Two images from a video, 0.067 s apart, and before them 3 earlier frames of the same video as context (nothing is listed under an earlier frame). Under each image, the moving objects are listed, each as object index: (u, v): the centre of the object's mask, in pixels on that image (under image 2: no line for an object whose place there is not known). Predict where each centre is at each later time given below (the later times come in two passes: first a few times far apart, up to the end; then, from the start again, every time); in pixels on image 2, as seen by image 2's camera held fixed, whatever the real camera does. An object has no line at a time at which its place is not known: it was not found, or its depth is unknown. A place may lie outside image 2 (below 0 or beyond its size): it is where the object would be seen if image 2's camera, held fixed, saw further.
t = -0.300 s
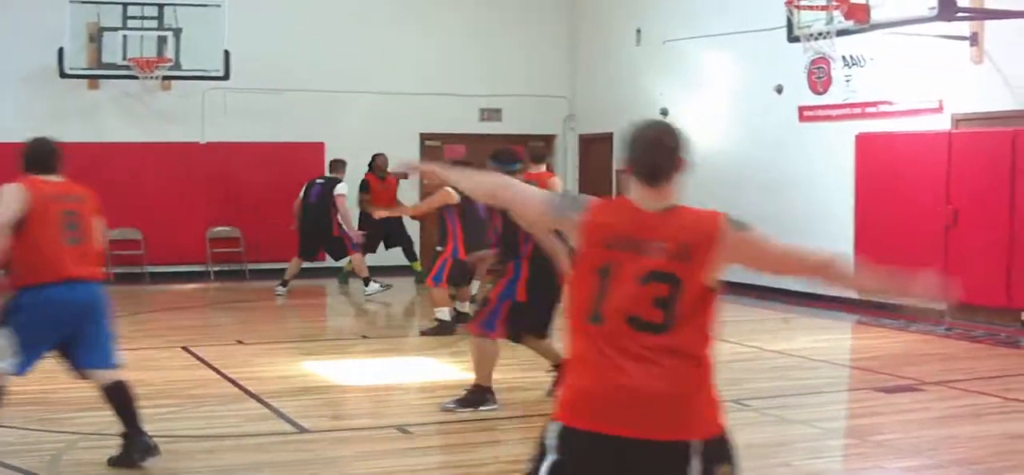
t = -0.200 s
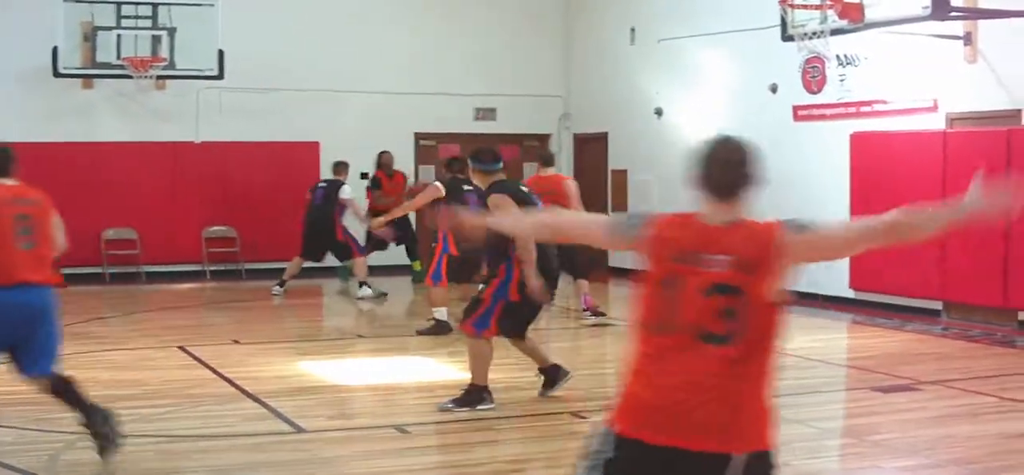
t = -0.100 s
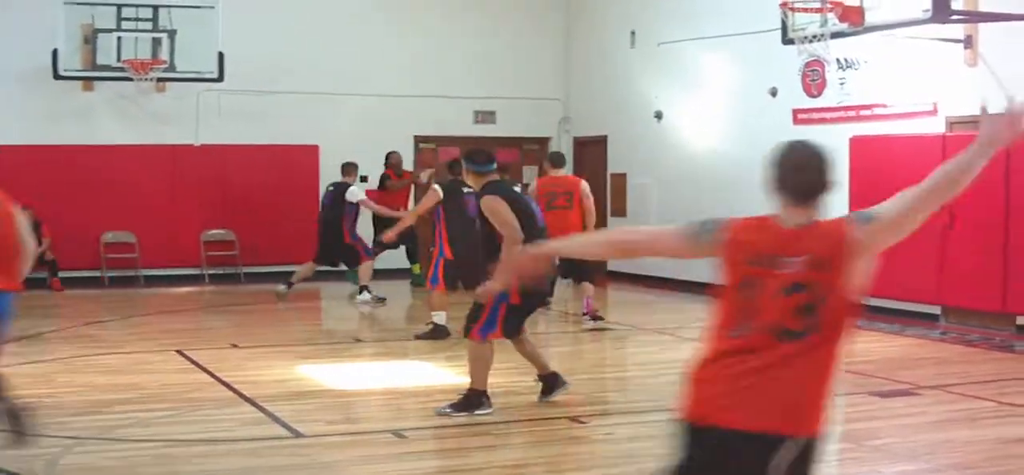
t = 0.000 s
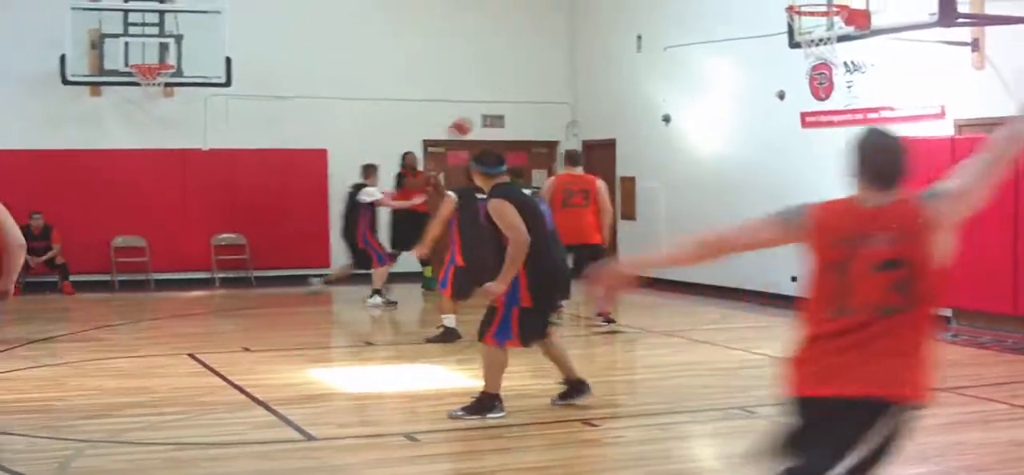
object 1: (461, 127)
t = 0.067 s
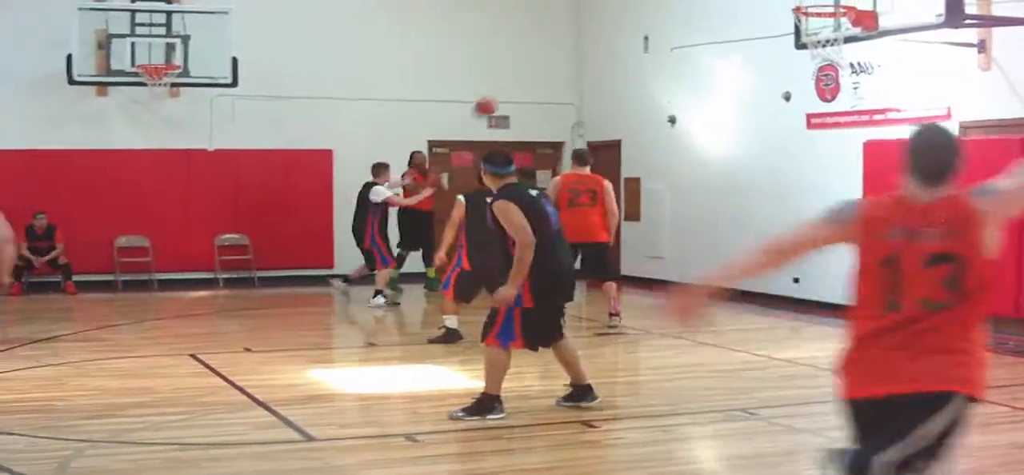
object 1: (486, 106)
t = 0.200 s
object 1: (526, 72)
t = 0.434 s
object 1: (606, 38)
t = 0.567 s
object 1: (658, 38)
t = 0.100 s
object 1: (495, 97)
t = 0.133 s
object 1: (505, 89)
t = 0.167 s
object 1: (515, 80)
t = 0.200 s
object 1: (526, 72)
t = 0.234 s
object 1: (536, 65)
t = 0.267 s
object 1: (547, 59)
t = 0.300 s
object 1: (558, 53)
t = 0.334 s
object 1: (570, 48)
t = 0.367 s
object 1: (582, 44)
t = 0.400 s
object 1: (594, 41)
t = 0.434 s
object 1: (606, 38)
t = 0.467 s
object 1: (619, 37)
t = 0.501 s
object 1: (633, 36)
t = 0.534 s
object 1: (645, 36)
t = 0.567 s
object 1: (658, 38)
